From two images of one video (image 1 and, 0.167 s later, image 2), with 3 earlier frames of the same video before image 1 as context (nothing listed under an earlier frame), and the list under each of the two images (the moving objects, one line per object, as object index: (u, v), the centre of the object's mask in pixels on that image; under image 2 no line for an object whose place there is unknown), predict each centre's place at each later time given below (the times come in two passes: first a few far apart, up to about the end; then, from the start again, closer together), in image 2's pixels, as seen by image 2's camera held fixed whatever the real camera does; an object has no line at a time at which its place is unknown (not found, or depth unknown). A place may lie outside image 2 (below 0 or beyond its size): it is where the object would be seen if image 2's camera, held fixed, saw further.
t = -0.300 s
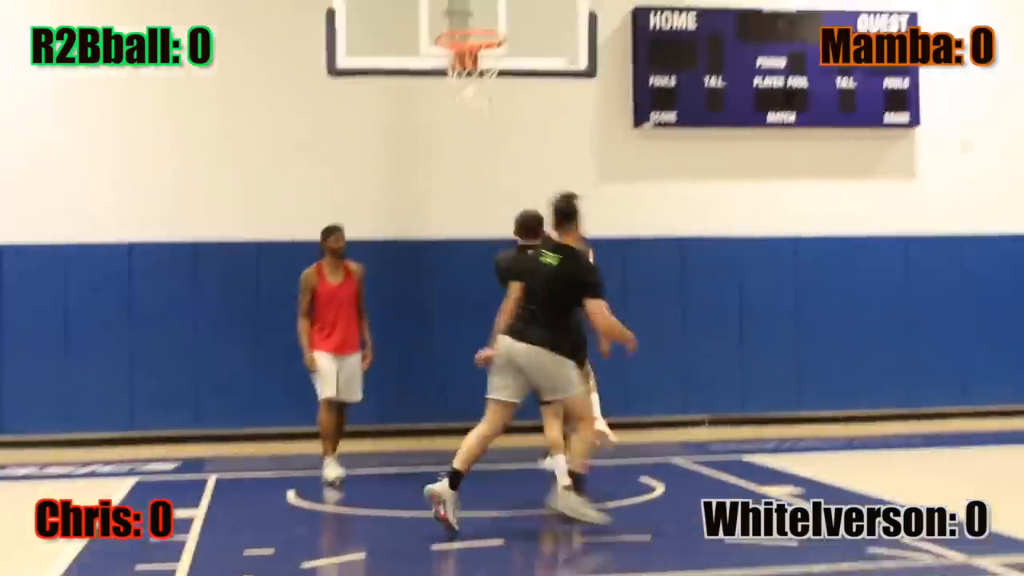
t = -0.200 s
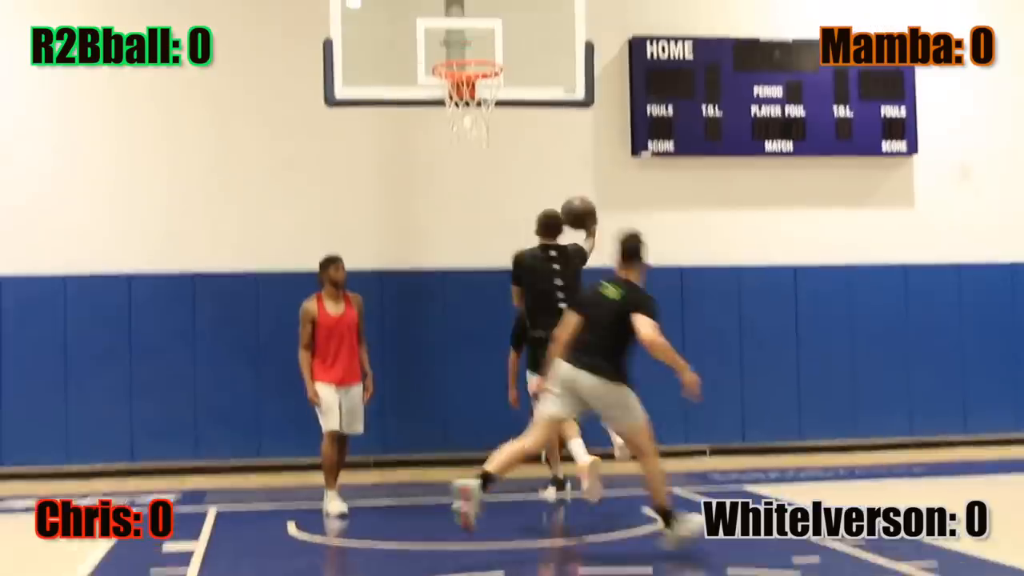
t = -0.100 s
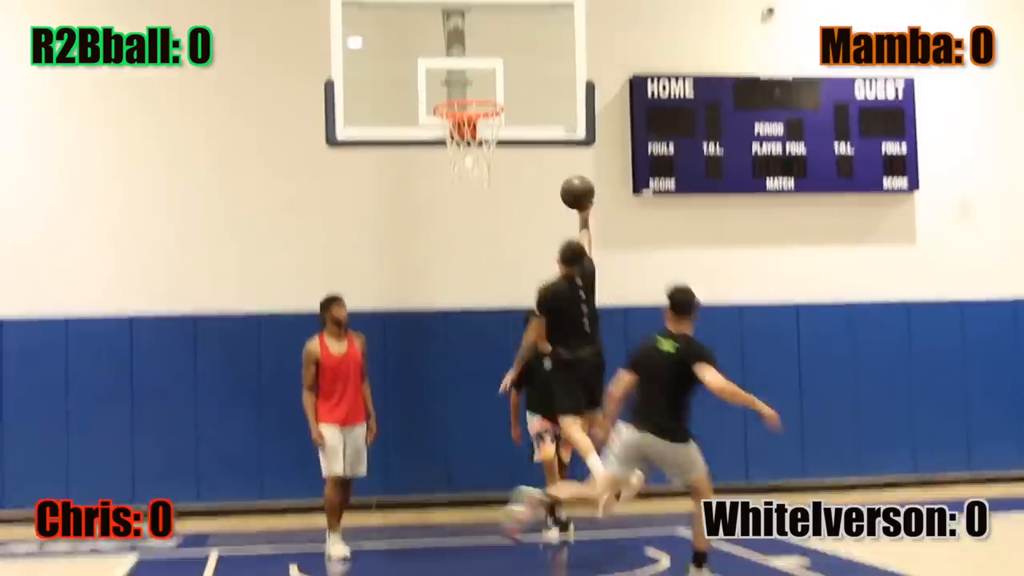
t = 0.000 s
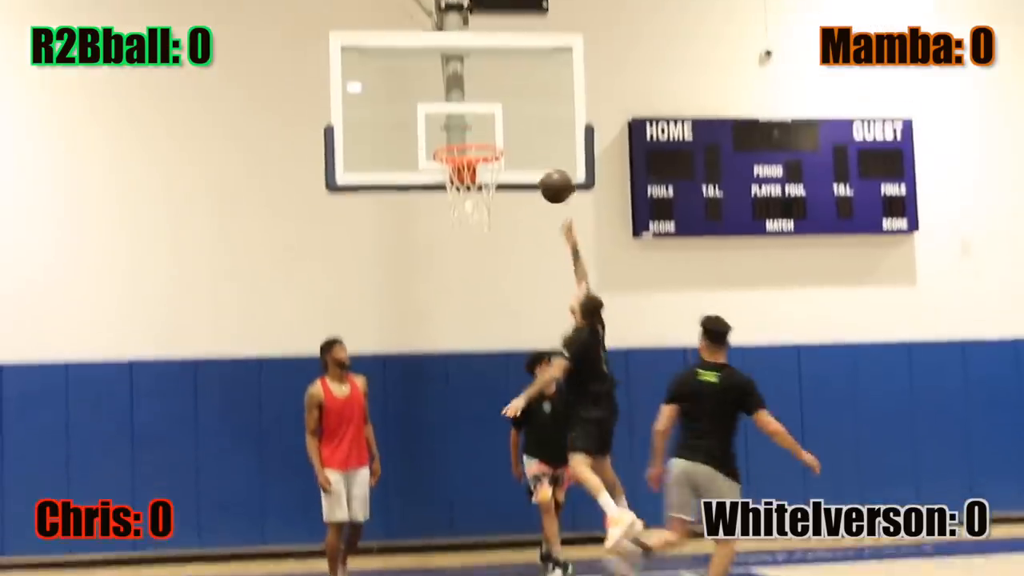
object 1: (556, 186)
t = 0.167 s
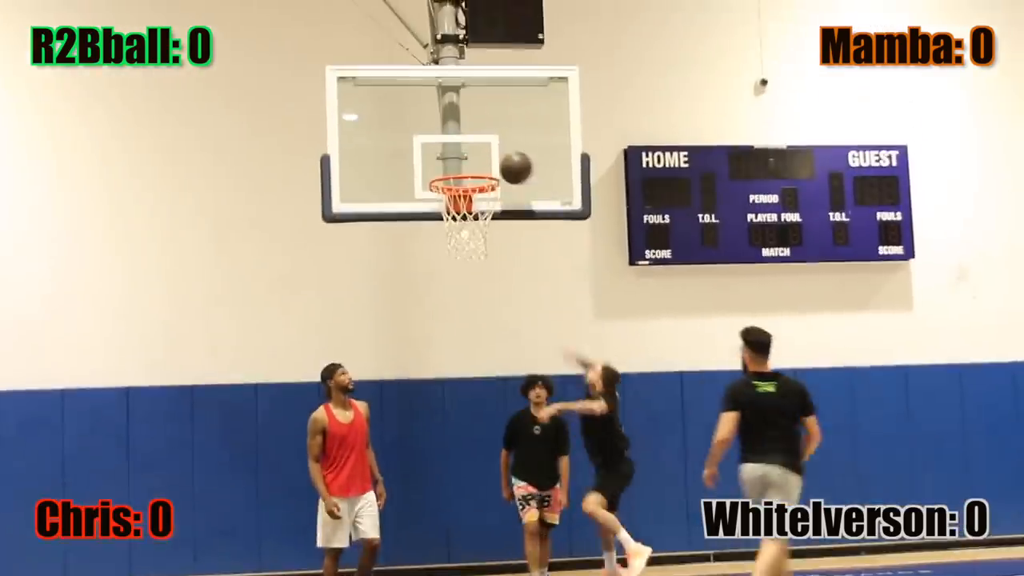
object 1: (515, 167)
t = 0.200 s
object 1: (509, 163)
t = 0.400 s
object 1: (485, 150)
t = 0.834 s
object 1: (461, 246)
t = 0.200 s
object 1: (509, 163)
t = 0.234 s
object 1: (502, 159)
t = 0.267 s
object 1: (499, 154)
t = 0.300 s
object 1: (496, 151)
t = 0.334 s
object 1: (492, 149)
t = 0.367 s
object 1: (489, 149)
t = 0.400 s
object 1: (485, 150)
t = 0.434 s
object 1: (481, 154)
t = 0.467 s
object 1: (479, 158)
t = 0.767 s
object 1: (461, 233)
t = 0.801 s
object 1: (460, 238)
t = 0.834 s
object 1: (461, 246)
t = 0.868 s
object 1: (461, 257)
